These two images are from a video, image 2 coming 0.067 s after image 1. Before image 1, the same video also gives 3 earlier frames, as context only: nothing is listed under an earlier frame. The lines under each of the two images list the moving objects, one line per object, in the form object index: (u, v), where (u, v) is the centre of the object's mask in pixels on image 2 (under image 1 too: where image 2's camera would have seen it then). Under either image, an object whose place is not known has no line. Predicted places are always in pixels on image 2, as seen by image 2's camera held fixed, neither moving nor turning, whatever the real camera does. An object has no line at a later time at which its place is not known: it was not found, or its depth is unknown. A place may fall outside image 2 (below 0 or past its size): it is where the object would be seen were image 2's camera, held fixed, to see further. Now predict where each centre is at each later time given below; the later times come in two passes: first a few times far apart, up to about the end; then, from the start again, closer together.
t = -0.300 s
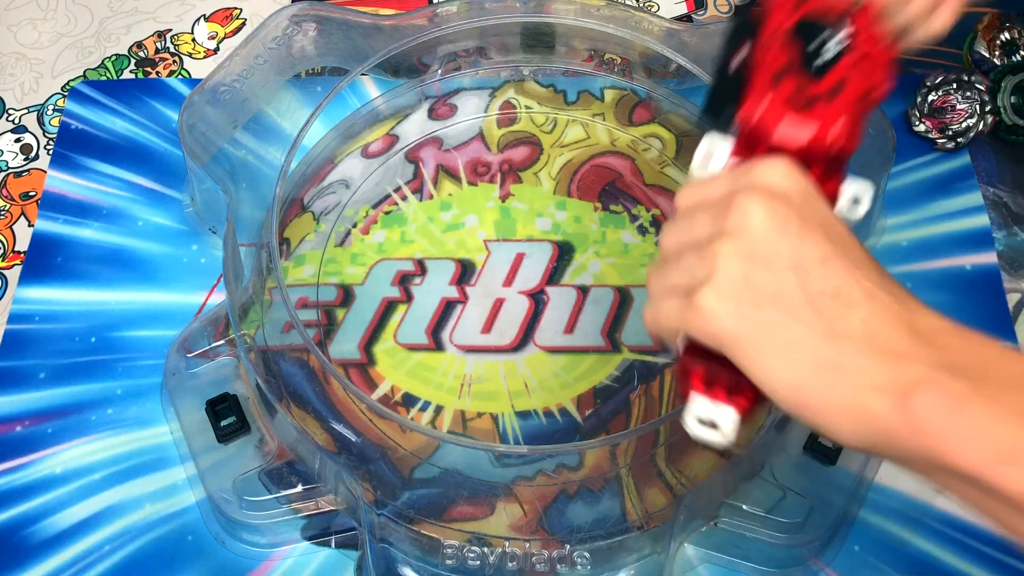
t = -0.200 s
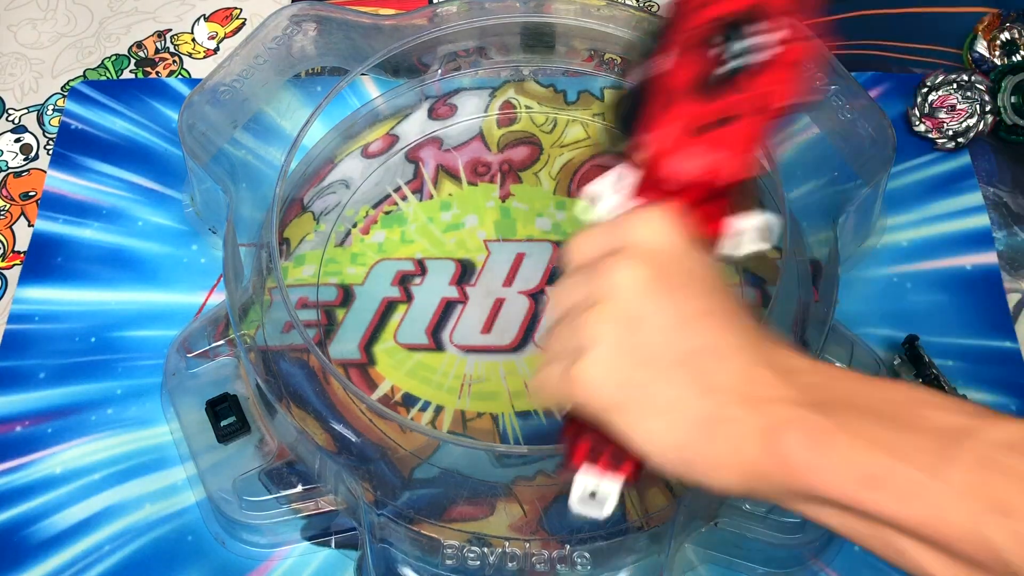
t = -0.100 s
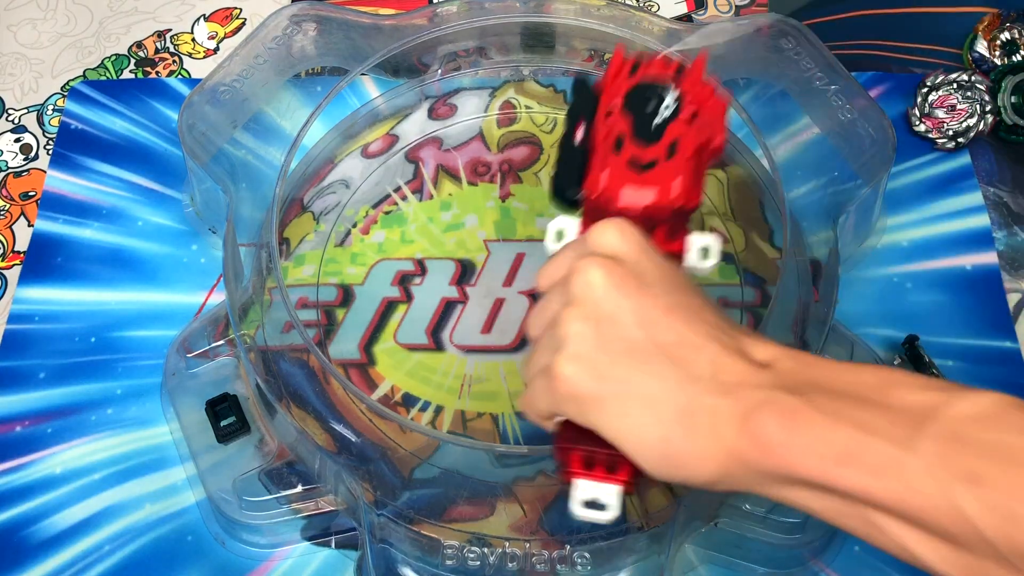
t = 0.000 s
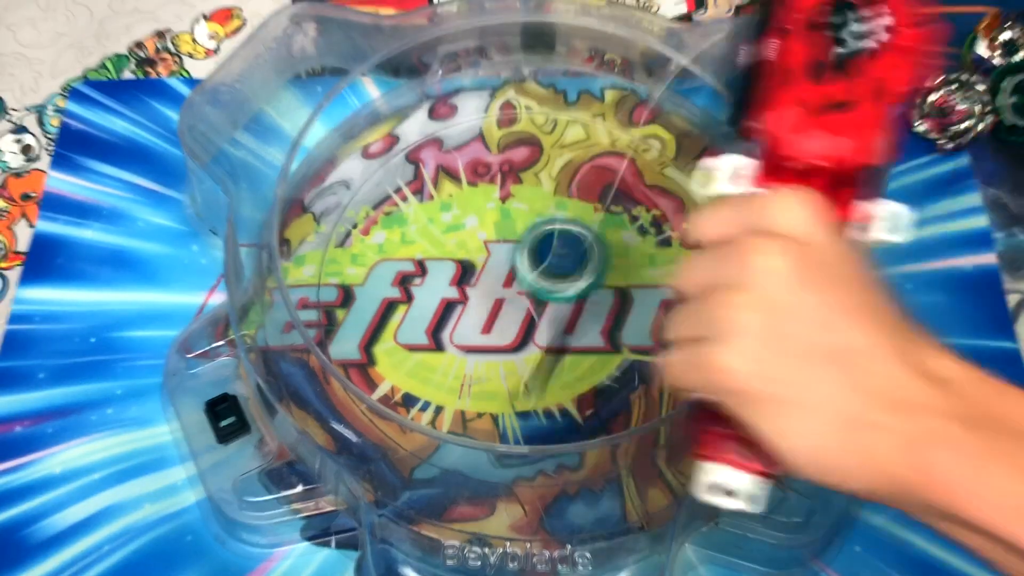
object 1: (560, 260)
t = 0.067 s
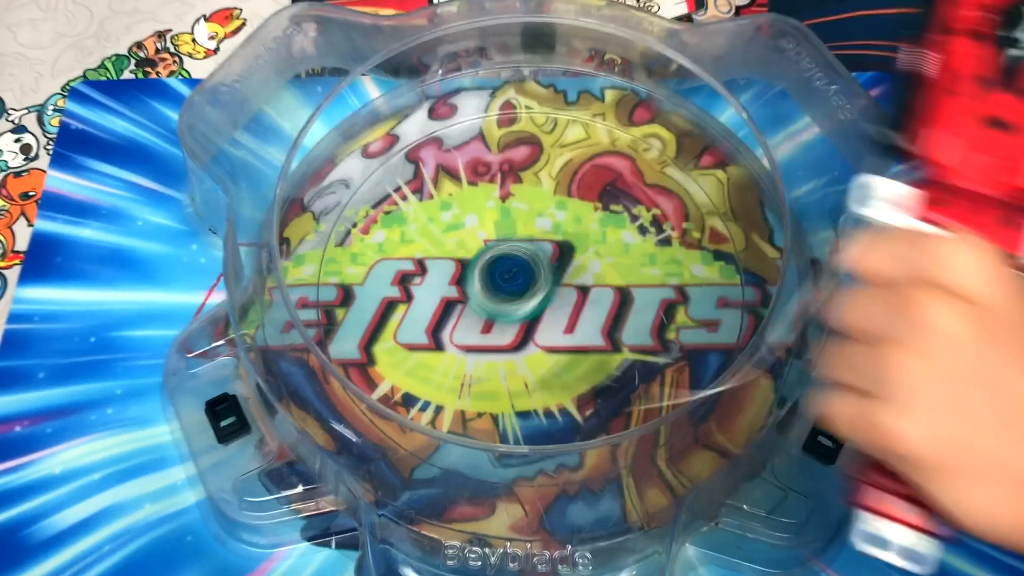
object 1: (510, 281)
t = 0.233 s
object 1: (463, 299)
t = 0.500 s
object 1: (553, 298)
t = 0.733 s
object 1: (542, 201)
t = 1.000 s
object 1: (431, 247)
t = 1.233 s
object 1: (510, 366)
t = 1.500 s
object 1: (624, 265)
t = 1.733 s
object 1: (530, 192)
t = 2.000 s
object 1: (445, 318)
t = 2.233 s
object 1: (574, 364)
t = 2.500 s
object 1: (626, 235)
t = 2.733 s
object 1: (496, 193)
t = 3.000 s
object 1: (448, 352)
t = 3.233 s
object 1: (625, 368)
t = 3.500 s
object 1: (611, 208)
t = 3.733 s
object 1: (453, 218)
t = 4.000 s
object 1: (467, 366)
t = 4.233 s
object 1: (615, 325)
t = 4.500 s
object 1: (553, 200)
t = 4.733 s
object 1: (440, 250)
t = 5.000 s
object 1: (529, 345)
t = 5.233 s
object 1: (603, 257)
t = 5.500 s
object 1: (500, 221)
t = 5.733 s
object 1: (508, 289)
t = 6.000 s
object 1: (572, 265)
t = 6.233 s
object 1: (542, 239)
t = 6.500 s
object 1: (479, 205)
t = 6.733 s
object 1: (463, 256)
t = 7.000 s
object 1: (448, 326)
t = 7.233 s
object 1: (486, 323)
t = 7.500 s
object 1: (518, 306)
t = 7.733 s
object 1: (524, 323)
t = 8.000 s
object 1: (551, 461)
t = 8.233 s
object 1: (603, 384)
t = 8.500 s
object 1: (566, 302)
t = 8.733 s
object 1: (624, 399)
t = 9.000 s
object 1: (644, 338)
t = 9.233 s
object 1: (651, 288)
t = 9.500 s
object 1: (601, 252)
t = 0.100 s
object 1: (489, 304)
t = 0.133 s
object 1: (479, 294)
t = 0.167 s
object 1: (470, 292)
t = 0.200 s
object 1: (463, 300)
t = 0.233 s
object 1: (463, 299)
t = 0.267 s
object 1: (468, 300)
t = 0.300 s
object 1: (475, 300)
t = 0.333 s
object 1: (484, 302)
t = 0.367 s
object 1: (495, 305)
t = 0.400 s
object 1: (507, 308)
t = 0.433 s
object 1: (522, 308)
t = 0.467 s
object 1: (538, 306)
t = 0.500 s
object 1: (553, 298)
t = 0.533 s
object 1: (565, 287)
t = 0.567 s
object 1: (574, 273)
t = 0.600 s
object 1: (577, 257)
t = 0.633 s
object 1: (575, 240)
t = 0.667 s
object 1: (568, 225)
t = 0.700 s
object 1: (556, 211)
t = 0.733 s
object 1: (542, 201)
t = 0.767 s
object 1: (526, 193)
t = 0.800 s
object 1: (509, 190)
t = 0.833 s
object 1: (492, 191)
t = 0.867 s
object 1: (475, 195)
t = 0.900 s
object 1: (460, 204)
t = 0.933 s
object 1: (447, 214)
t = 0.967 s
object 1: (437, 229)
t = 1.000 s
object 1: (431, 247)
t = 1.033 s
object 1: (428, 267)
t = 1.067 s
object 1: (431, 289)
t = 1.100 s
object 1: (439, 312)
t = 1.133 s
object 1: (452, 331)
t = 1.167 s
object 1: (471, 348)
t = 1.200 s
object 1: (491, 361)
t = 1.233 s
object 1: (510, 366)
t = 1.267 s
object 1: (532, 366)
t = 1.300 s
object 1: (557, 360)
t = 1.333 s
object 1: (578, 350)
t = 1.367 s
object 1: (597, 337)
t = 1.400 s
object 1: (611, 320)
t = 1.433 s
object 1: (620, 302)
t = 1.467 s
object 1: (625, 283)
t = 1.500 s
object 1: (624, 265)
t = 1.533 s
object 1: (620, 249)
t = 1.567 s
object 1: (613, 235)
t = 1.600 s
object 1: (603, 225)
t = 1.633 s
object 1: (590, 214)
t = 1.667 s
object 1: (574, 204)
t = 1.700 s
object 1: (553, 196)
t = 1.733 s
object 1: (530, 192)
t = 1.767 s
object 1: (507, 193)
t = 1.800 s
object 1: (485, 200)
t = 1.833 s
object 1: (466, 212)
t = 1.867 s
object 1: (450, 229)
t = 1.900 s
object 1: (441, 249)
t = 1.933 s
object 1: (436, 271)
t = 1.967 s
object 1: (437, 294)
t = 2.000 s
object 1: (445, 318)
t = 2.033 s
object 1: (458, 338)
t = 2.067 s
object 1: (475, 355)
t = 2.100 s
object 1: (493, 366)
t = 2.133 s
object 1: (513, 371)
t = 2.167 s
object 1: (534, 372)
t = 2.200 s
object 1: (555, 370)
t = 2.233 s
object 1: (574, 364)
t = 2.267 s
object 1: (591, 356)
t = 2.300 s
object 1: (608, 344)
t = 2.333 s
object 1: (620, 333)
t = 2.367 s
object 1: (632, 316)
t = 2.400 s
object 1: (640, 299)
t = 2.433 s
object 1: (639, 279)
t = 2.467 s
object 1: (631, 255)
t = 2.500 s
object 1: (626, 235)
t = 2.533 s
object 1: (620, 212)
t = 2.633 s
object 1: (555, 182)
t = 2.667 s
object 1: (545, 183)
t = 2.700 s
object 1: (520, 186)
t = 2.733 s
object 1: (496, 193)
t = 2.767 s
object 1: (474, 204)
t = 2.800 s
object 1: (456, 221)
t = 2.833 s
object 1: (442, 238)
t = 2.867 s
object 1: (432, 261)
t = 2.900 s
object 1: (427, 283)
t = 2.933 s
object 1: (427, 310)
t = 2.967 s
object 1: (435, 331)
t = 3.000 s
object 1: (448, 352)
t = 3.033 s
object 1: (467, 369)
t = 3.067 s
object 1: (489, 382)
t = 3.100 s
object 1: (516, 391)
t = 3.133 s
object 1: (544, 394)
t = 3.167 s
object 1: (575, 392)
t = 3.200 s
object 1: (600, 383)
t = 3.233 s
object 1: (625, 368)
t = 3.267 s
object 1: (642, 350)
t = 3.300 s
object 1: (654, 330)
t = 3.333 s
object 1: (659, 307)
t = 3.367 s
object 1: (661, 283)
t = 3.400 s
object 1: (656, 260)
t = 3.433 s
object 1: (645, 240)
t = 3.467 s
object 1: (630, 222)
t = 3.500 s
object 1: (611, 208)
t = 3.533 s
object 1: (588, 198)
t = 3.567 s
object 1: (565, 191)
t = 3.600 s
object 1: (540, 189)
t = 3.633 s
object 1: (515, 190)
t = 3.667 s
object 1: (492, 195)
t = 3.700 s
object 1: (471, 205)
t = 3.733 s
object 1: (453, 218)
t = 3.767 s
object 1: (440, 233)
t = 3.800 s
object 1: (429, 252)
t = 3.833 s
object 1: (422, 271)
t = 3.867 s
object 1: (421, 293)
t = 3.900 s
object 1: (423, 314)
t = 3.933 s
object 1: (433, 333)
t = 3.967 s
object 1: (448, 351)
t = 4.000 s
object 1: (467, 366)
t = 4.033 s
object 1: (491, 375)
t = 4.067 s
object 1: (516, 378)
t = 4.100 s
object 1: (541, 376)
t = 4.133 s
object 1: (564, 369)
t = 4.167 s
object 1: (585, 359)
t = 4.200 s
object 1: (603, 343)
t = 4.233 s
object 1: (615, 325)
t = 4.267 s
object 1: (623, 306)
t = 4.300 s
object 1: (624, 285)
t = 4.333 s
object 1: (622, 266)
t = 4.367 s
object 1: (615, 248)
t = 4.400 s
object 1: (604, 231)
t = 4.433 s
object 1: (589, 218)
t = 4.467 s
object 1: (571, 207)
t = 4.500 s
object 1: (553, 200)
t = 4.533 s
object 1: (532, 196)
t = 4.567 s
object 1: (512, 196)
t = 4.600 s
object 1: (493, 201)
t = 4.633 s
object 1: (474, 209)
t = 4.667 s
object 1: (458, 220)
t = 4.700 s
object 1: (446, 233)
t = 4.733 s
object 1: (440, 250)
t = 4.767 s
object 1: (436, 268)
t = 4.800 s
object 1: (437, 287)
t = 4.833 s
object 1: (443, 305)
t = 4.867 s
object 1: (454, 321)
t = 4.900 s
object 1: (469, 333)
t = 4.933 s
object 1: (488, 342)
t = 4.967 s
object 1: (508, 345)
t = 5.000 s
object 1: (529, 345)
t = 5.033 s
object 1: (550, 340)
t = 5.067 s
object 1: (569, 331)
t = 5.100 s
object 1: (584, 319)
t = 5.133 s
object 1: (594, 305)
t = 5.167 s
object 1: (602, 289)
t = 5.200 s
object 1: (605, 272)
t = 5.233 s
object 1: (603, 257)
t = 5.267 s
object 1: (597, 243)
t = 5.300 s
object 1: (587, 230)
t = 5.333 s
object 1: (574, 220)
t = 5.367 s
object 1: (560, 213)
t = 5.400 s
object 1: (544, 210)
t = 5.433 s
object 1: (529, 210)
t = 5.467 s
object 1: (513, 213)
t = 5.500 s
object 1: (500, 221)
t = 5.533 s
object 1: (490, 230)
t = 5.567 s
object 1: (485, 242)
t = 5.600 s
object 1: (483, 254)
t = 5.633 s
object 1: (485, 264)
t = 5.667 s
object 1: (490, 273)
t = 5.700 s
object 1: (498, 281)
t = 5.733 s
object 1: (508, 289)
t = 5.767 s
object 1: (519, 294)
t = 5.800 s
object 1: (533, 298)
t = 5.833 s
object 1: (544, 297)
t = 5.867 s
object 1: (554, 293)
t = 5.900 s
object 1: (562, 286)
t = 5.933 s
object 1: (568, 279)
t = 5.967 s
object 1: (571, 272)
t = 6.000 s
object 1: (572, 265)
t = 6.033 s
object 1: (572, 259)
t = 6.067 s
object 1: (570, 253)
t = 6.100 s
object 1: (566, 248)
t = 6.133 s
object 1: (561, 243)
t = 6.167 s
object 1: (555, 241)
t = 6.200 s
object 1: (548, 239)
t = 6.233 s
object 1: (542, 239)
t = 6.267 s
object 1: (535, 240)
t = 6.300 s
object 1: (530, 241)
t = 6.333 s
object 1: (522, 223)
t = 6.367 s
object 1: (516, 209)
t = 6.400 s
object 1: (508, 202)
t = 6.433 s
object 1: (498, 199)
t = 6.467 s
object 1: (489, 202)
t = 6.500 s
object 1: (479, 205)
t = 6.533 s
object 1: (472, 210)
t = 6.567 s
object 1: (466, 216)
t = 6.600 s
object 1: (462, 223)
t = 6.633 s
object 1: (459, 231)
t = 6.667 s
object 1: (458, 239)
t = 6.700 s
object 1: (460, 248)
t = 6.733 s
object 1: (463, 256)
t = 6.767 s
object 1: (441, 260)
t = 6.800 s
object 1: (422, 266)
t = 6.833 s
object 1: (411, 273)
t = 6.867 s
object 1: (408, 283)
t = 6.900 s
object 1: (411, 296)
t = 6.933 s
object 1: (421, 310)
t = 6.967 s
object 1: (434, 320)
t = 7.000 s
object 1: (448, 326)
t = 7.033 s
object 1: (462, 327)
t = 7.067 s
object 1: (474, 326)
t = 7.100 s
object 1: (485, 322)
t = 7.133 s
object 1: (495, 316)
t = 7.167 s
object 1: (491, 318)
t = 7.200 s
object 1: (486, 322)
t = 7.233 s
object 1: (486, 323)
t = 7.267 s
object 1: (490, 321)
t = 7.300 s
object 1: (495, 318)
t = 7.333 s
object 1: (501, 315)
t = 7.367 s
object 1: (506, 312)
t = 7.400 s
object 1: (511, 309)
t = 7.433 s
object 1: (516, 306)
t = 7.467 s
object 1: (519, 301)
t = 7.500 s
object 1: (518, 306)
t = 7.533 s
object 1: (514, 316)
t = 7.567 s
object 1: (512, 322)
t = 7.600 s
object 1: (513, 325)
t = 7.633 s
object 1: (514, 326)
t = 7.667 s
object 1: (517, 326)
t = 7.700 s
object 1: (520, 325)
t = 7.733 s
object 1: (524, 323)
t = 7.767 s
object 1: (528, 321)
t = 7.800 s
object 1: (531, 318)
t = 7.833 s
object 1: (532, 329)
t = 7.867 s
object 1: (534, 374)
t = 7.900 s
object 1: (534, 406)
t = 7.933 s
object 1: (538, 435)
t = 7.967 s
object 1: (544, 454)
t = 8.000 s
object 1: (551, 461)
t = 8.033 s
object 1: (560, 453)
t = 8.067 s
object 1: (570, 443)
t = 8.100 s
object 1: (580, 430)
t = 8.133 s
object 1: (587, 412)
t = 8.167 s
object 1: (596, 404)
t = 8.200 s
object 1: (601, 396)
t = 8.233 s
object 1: (603, 384)
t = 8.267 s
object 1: (604, 372)
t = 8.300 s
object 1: (603, 360)
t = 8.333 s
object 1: (599, 348)
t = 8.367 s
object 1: (594, 338)
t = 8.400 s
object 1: (588, 327)
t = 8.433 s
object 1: (581, 318)
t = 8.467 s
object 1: (574, 310)
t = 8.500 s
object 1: (566, 302)
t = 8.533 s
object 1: (569, 318)
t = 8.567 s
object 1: (584, 354)
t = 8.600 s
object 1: (595, 379)
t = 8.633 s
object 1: (604, 396)
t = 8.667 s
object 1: (610, 402)
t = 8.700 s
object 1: (617, 401)
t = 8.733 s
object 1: (624, 399)
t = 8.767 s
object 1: (632, 396)
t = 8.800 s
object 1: (639, 391)
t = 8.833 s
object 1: (645, 386)
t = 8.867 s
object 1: (650, 379)
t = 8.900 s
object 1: (652, 371)
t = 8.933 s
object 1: (651, 361)
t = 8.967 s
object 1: (649, 349)
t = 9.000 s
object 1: (644, 338)
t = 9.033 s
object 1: (638, 328)
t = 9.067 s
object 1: (631, 318)
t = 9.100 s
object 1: (623, 308)
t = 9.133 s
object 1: (625, 301)
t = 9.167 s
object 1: (641, 297)
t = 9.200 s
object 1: (650, 293)
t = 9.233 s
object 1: (651, 288)
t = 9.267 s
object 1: (647, 283)
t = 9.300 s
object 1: (641, 277)
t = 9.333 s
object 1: (635, 272)
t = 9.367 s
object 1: (627, 267)
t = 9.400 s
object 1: (620, 262)
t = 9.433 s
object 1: (614, 258)
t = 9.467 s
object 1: (607, 256)
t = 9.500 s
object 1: (601, 252)
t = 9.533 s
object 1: (603, 243)
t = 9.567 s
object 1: (603, 236)
